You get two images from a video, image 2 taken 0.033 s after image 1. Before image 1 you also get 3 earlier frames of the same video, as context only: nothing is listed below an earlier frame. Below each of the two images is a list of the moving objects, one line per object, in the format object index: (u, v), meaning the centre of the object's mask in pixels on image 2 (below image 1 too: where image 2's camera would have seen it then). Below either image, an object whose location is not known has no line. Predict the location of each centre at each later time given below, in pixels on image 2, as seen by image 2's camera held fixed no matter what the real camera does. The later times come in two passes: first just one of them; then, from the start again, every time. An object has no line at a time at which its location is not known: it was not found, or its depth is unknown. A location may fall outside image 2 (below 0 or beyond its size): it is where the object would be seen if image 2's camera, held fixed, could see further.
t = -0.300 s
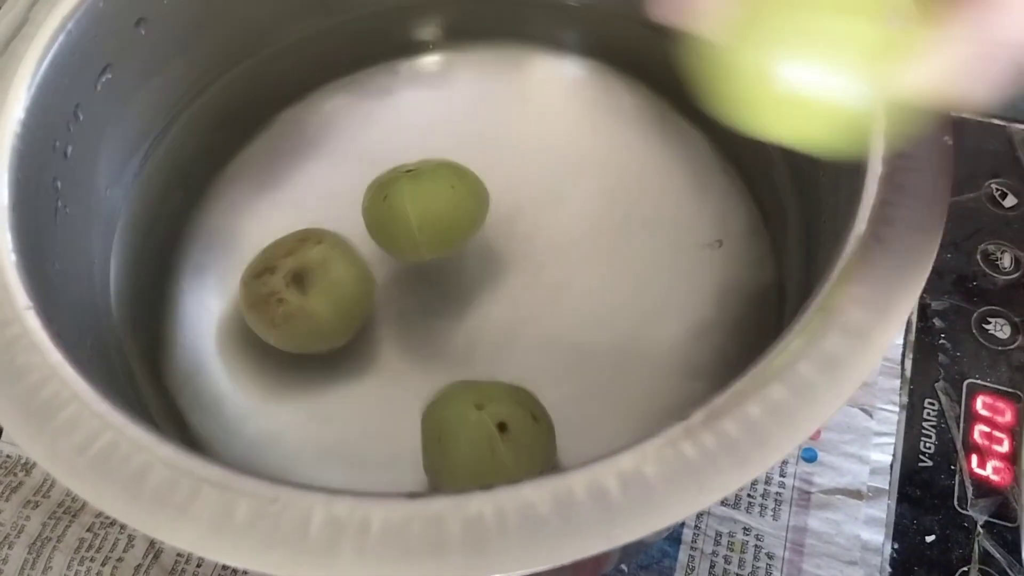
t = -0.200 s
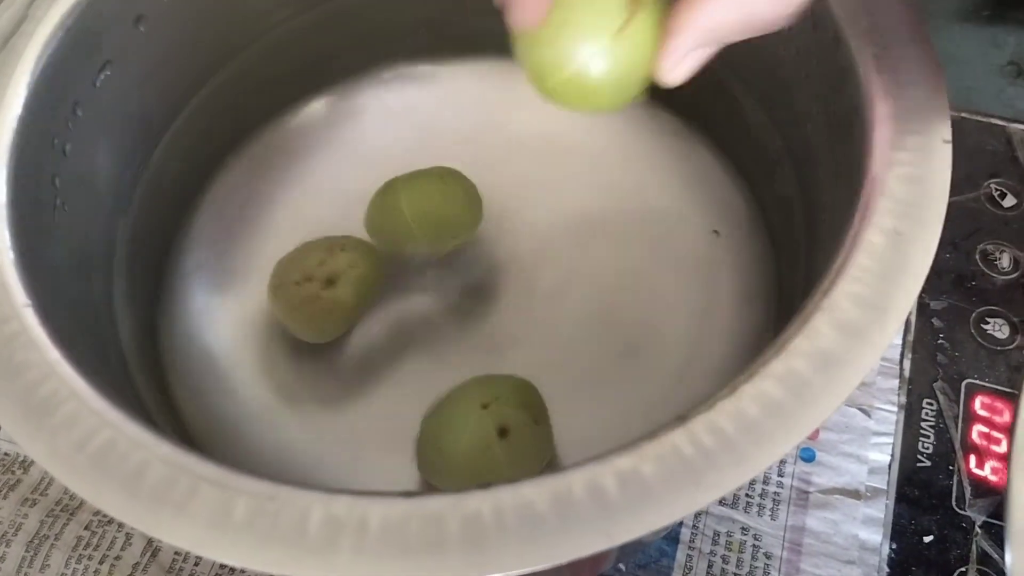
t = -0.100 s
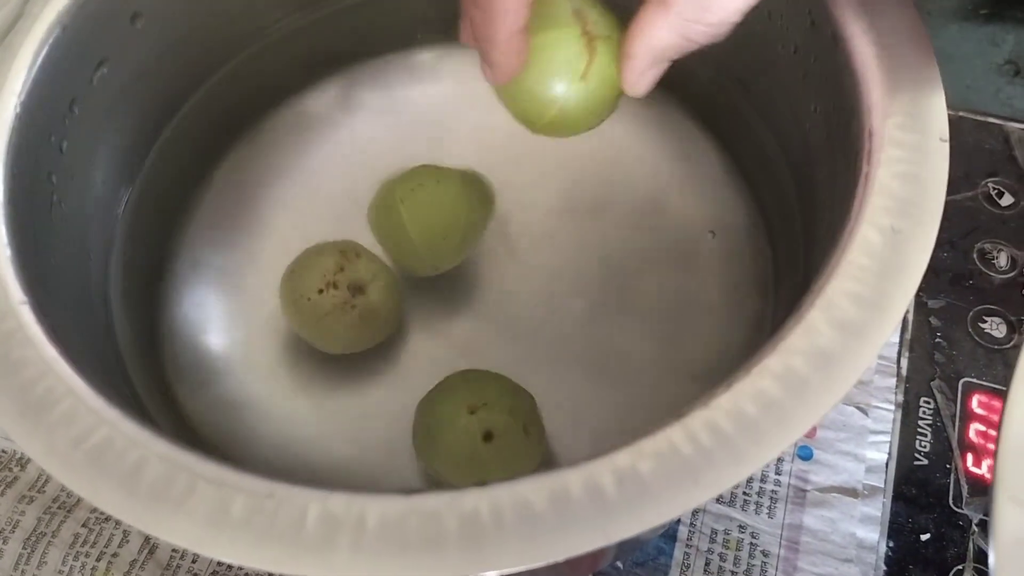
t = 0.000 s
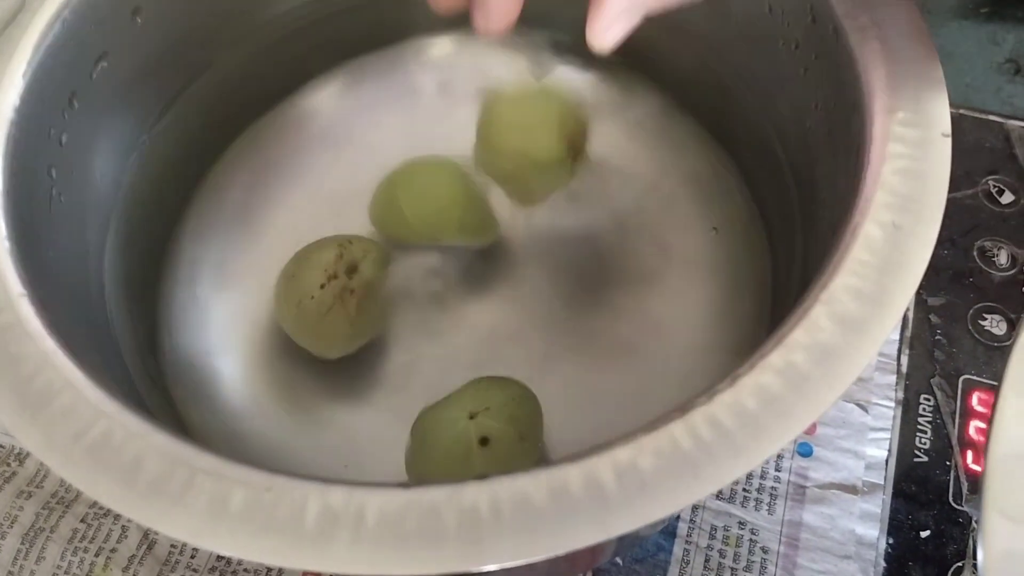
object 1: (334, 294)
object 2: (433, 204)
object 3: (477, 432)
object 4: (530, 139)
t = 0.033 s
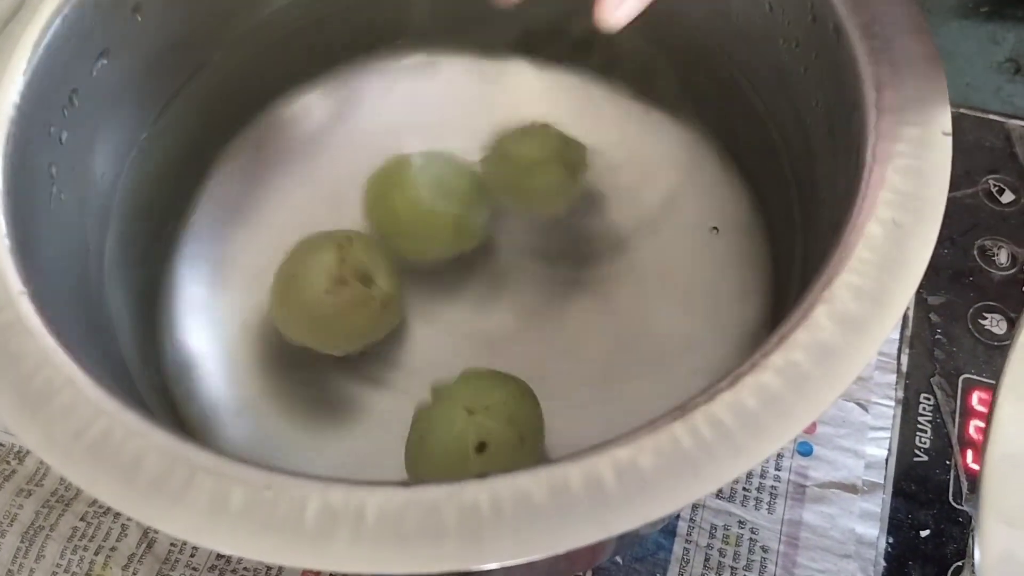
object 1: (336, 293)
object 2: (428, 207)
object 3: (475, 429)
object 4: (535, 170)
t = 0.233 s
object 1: (322, 323)
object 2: (407, 212)
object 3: (478, 421)
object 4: (585, 154)
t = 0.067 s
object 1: (333, 300)
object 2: (417, 216)
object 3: (474, 426)
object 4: (546, 185)
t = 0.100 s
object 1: (337, 309)
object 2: (416, 212)
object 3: (472, 427)
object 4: (551, 183)
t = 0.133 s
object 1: (337, 309)
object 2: (411, 212)
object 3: (474, 427)
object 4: (558, 173)
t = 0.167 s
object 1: (331, 312)
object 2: (409, 214)
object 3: (477, 428)
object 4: (565, 168)
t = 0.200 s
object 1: (325, 311)
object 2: (408, 210)
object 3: (478, 422)
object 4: (576, 162)
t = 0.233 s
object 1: (322, 323)
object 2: (407, 212)
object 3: (478, 421)
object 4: (585, 154)
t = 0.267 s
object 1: (317, 330)
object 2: (405, 213)
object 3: (476, 426)
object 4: (593, 151)
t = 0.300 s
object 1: (314, 336)
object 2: (413, 199)
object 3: (473, 429)
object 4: (603, 150)
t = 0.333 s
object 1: (316, 337)
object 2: (410, 197)
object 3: (472, 429)
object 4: (611, 147)
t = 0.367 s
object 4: (613, 146)
